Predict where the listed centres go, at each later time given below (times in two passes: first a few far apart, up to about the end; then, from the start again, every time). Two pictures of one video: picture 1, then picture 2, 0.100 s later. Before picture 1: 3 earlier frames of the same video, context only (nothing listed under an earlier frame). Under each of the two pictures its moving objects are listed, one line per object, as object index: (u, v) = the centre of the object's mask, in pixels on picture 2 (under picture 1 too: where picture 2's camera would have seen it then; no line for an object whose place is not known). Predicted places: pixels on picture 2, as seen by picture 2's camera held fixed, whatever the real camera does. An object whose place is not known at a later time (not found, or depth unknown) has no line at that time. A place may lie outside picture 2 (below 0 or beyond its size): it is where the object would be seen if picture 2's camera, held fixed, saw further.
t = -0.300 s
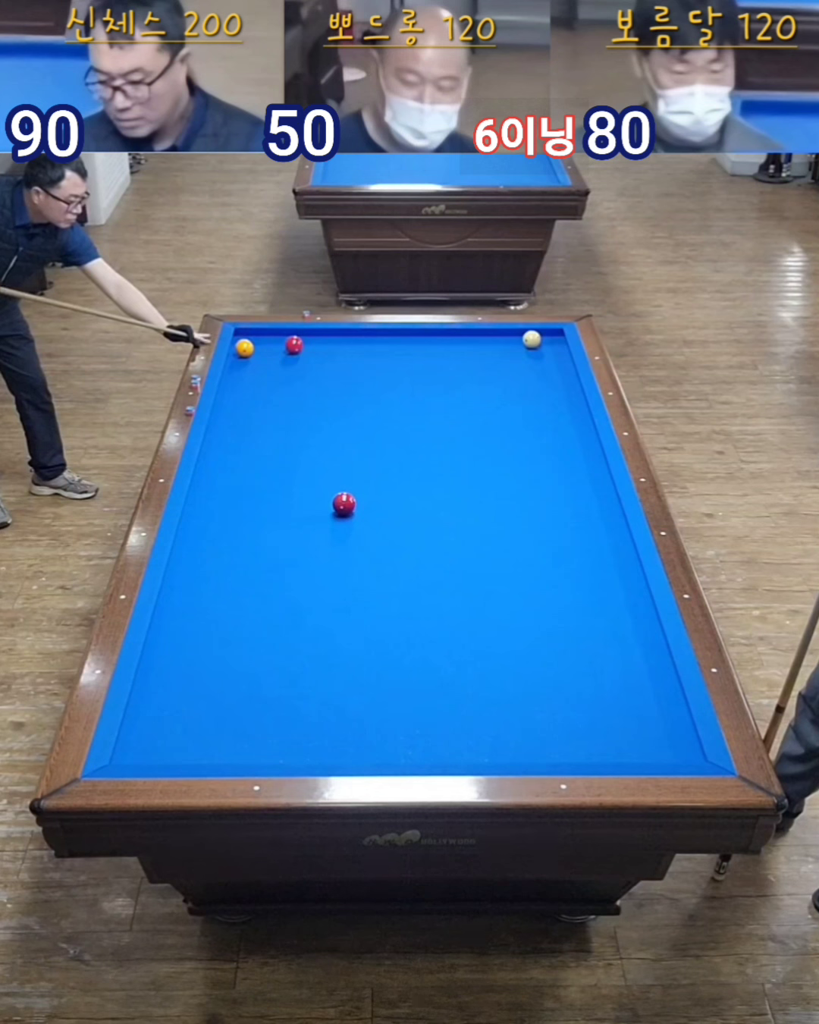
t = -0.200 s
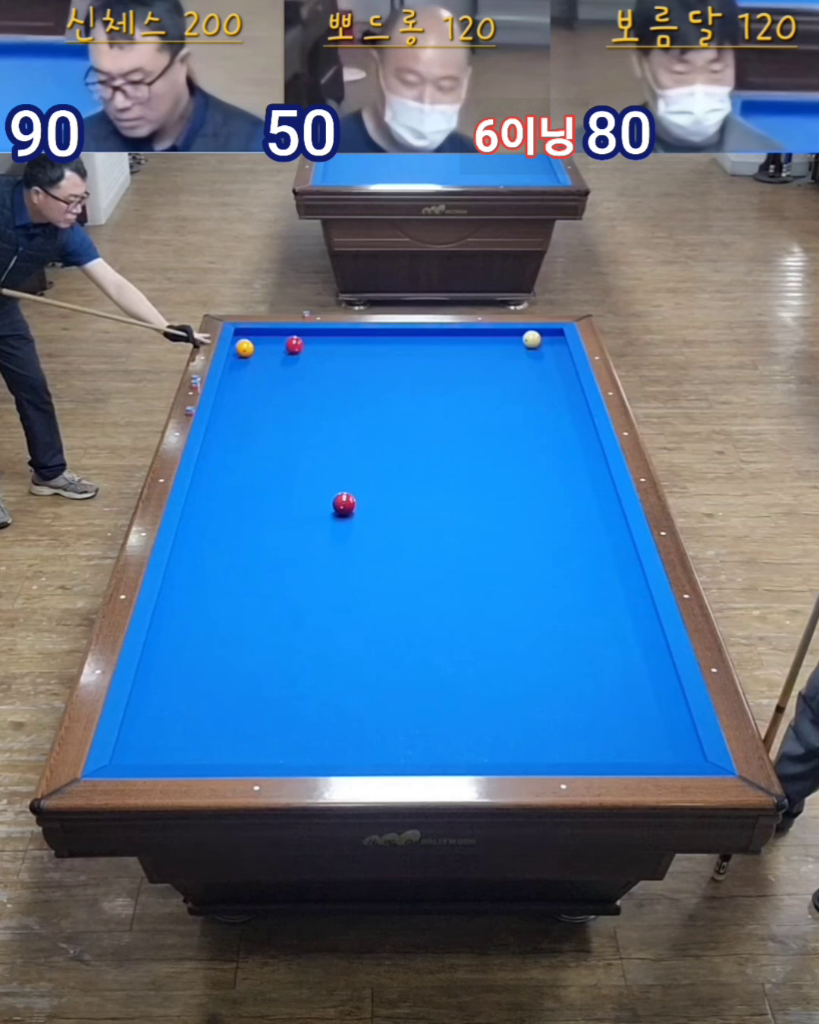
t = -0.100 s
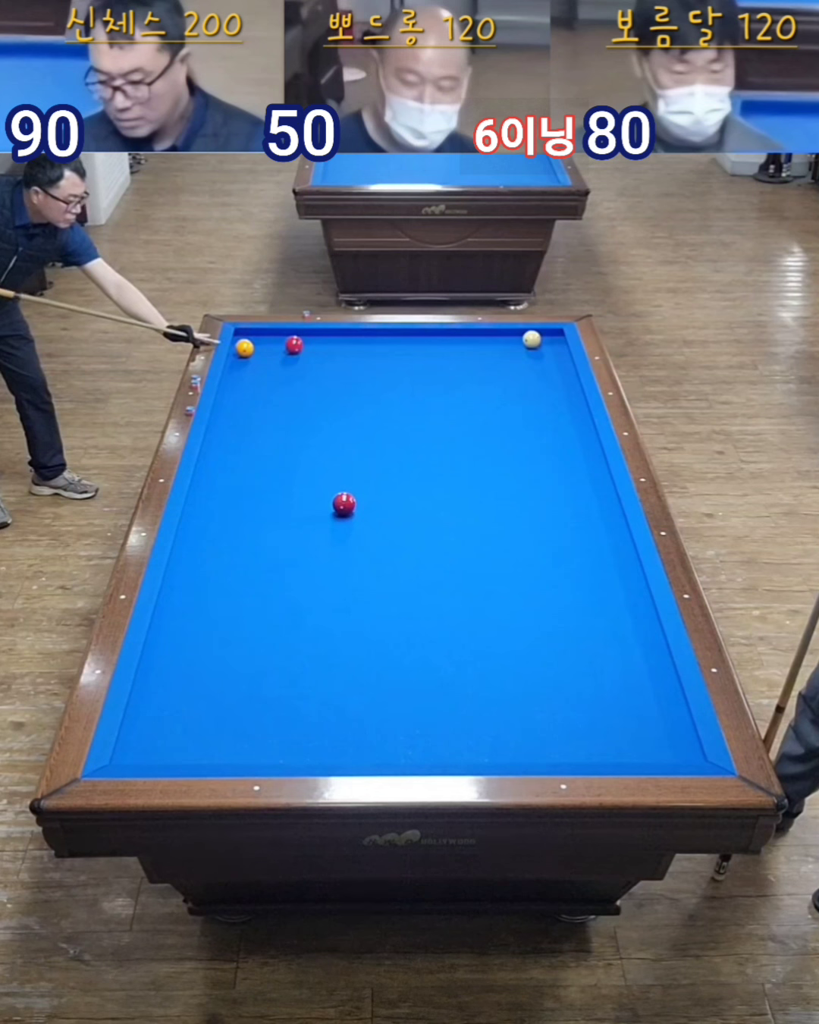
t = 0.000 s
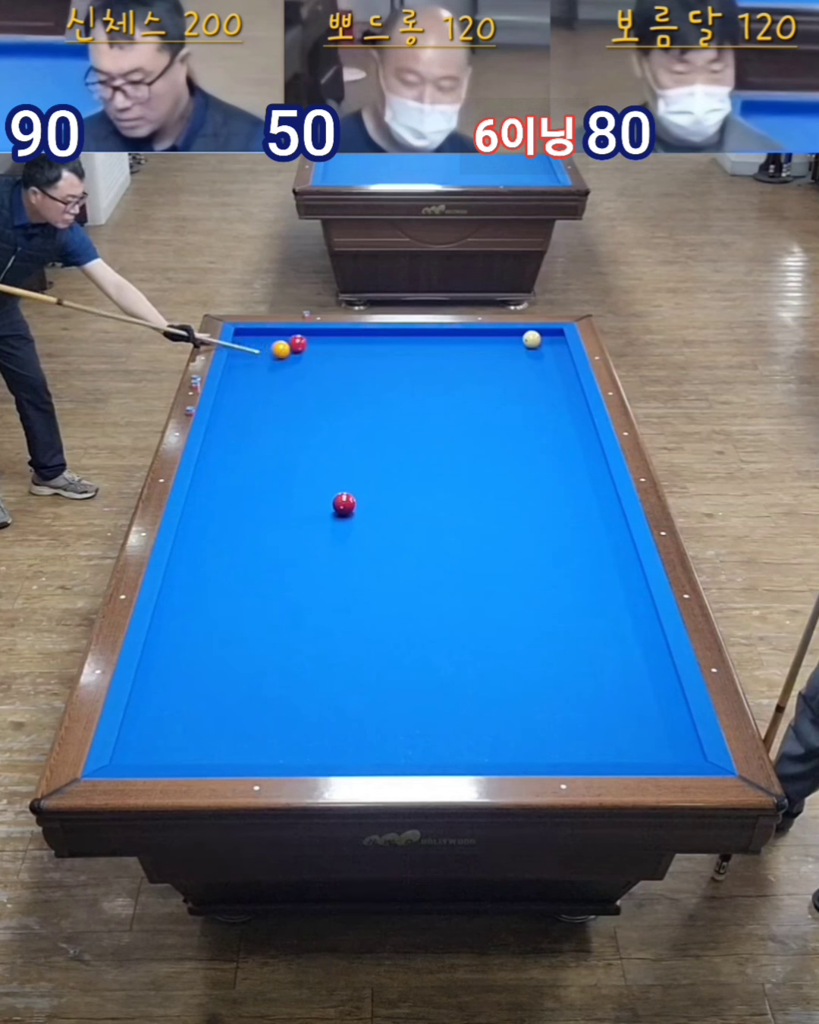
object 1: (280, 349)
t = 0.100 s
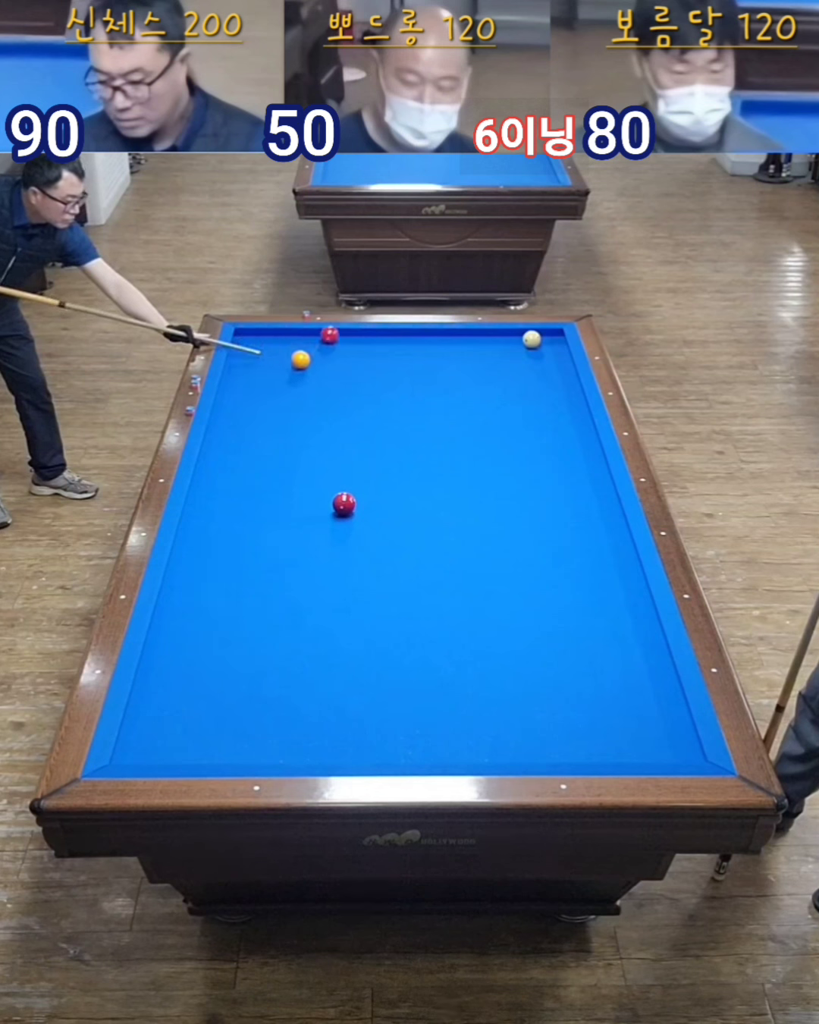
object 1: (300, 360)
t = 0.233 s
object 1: (327, 373)
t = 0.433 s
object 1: (369, 394)
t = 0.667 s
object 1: (422, 421)
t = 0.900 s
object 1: (479, 449)
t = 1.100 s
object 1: (532, 475)
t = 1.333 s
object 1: (598, 507)
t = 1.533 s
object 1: (599, 540)
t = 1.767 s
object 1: (579, 582)
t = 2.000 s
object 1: (557, 629)
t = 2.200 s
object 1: (536, 673)
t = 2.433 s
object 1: (508, 729)
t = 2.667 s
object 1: (464, 735)
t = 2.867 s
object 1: (420, 710)
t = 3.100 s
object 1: (373, 683)
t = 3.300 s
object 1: (335, 661)
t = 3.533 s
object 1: (293, 638)
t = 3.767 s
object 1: (255, 616)
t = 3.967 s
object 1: (224, 598)
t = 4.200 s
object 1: (190, 579)
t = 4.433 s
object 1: (194, 560)
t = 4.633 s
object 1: (215, 547)
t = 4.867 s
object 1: (237, 531)
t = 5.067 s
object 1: (255, 519)
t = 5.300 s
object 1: (276, 505)
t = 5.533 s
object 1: (294, 492)
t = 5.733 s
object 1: (310, 482)
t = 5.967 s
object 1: (326, 471)
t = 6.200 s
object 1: (342, 460)
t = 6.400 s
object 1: (355, 451)
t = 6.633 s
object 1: (370, 442)
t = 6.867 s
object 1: (383, 433)
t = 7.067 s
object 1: (394, 425)
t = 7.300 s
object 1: (407, 417)
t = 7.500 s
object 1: (417, 411)
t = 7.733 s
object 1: (428, 403)
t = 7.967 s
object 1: (438, 396)
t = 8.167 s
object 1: (447, 391)
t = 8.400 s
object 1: (457, 385)
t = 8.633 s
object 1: (466, 379)
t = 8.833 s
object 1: (473, 375)
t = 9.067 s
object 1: (481, 369)
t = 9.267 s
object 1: (487, 365)
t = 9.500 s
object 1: (494, 361)
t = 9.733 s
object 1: (501, 356)
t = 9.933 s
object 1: (506, 353)
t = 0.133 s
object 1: (307, 363)
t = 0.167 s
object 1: (314, 367)
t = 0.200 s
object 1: (320, 370)
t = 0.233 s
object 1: (327, 373)
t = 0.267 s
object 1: (334, 377)
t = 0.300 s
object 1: (341, 380)
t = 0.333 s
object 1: (348, 384)
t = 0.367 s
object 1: (355, 387)
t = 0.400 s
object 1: (362, 391)
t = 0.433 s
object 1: (369, 394)
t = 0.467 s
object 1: (376, 398)
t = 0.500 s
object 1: (384, 402)
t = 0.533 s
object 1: (391, 405)
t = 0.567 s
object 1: (399, 409)
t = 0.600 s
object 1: (407, 413)
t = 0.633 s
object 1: (414, 416)
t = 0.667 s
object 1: (422, 421)
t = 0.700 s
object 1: (430, 424)
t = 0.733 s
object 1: (438, 429)
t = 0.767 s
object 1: (446, 432)
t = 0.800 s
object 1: (454, 436)
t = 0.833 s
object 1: (462, 441)
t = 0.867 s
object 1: (471, 445)
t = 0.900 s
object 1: (479, 449)
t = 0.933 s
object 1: (488, 453)
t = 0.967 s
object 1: (496, 457)
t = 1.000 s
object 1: (505, 462)
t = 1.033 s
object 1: (514, 466)
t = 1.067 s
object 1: (523, 471)
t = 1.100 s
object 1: (532, 475)
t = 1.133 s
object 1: (541, 479)
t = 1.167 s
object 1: (550, 484)
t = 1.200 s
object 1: (560, 489)
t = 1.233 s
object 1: (569, 493)
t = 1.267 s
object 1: (579, 498)
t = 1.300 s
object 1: (588, 503)
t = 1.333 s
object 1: (598, 507)
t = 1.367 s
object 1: (608, 513)
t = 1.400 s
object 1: (613, 518)
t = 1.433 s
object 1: (609, 523)
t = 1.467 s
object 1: (605, 529)
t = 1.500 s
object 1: (602, 534)
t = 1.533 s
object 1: (599, 540)
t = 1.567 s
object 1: (597, 546)
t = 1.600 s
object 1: (594, 552)
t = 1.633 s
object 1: (591, 558)
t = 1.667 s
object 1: (588, 564)
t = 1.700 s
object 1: (585, 569)
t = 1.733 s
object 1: (582, 576)
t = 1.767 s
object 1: (579, 582)
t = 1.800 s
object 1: (576, 588)
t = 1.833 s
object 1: (573, 595)
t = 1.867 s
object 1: (570, 602)
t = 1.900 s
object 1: (567, 608)
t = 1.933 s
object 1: (563, 615)
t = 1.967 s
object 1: (560, 622)
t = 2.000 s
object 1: (557, 629)
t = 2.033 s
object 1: (553, 636)
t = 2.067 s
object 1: (550, 643)
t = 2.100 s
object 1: (546, 650)
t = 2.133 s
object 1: (543, 657)
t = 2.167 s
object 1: (539, 665)
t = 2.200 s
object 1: (536, 673)
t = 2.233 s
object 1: (532, 680)
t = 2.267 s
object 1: (528, 688)
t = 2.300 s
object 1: (524, 696)
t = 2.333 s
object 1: (521, 704)
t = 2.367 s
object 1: (516, 712)
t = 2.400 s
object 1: (513, 720)
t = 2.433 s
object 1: (508, 729)
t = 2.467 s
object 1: (504, 737)
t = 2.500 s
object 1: (500, 745)
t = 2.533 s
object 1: (496, 751)
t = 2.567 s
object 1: (489, 750)
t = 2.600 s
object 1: (480, 746)
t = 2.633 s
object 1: (472, 740)
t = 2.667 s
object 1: (464, 735)
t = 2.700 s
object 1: (457, 730)
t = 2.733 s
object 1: (450, 726)
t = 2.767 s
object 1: (442, 722)
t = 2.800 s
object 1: (435, 718)
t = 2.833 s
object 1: (427, 714)
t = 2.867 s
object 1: (420, 710)
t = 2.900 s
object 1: (413, 706)
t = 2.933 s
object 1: (406, 702)
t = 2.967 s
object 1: (399, 698)
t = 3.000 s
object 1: (393, 694)
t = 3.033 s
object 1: (386, 690)
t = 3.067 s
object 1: (380, 686)
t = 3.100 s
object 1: (373, 683)
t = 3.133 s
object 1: (366, 679)
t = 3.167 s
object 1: (360, 675)
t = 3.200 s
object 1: (354, 672)
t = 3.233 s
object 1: (347, 668)
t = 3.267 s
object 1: (341, 664)
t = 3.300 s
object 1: (335, 661)
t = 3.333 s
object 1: (329, 658)
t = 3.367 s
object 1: (323, 654)
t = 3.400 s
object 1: (317, 651)
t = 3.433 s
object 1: (311, 648)
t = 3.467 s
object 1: (305, 644)
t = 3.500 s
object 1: (299, 641)
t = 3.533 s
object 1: (293, 638)
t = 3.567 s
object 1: (288, 634)
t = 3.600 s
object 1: (282, 631)
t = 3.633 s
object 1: (277, 628)
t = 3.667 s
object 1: (271, 625)
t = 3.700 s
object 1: (266, 622)
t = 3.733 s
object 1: (260, 619)
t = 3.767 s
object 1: (255, 616)
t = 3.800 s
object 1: (250, 613)
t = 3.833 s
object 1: (244, 610)
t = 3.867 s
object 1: (239, 607)
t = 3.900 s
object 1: (234, 604)
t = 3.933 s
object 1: (229, 601)
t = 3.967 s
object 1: (224, 598)
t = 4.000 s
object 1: (219, 595)
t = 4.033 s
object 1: (214, 592)
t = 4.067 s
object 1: (209, 589)
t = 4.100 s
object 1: (204, 587)
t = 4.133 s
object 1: (199, 584)
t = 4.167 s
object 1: (195, 581)
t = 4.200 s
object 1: (190, 579)
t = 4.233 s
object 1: (185, 576)
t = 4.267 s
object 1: (181, 573)
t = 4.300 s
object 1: (179, 571)
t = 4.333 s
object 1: (184, 568)
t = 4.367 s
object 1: (187, 565)
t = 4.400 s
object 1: (191, 563)
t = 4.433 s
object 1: (194, 560)
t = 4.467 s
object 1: (198, 558)
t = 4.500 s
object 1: (201, 556)
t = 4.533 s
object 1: (205, 553)
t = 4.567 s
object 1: (208, 551)
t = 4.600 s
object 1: (212, 549)
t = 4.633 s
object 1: (215, 547)
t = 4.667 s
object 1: (218, 545)
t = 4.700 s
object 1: (222, 542)
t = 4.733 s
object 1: (225, 540)
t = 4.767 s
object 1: (228, 538)
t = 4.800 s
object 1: (231, 536)
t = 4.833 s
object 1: (234, 533)
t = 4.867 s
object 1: (237, 531)
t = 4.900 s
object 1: (241, 529)
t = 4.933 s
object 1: (244, 527)
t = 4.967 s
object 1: (247, 525)
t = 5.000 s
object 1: (250, 523)
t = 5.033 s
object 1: (253, 521)
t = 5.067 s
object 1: (255, 519)
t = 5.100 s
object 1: (259, 517)
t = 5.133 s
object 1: (261, 515)
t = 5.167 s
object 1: (264, 513)
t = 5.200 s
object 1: (267, 511)
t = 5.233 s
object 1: (270, 509)
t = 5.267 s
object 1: (273, 507)
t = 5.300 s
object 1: (276, 505)
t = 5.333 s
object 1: (278, 503)
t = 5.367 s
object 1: (281, 501)
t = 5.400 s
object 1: (284, 499)
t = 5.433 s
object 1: (287, 498)
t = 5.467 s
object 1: (289, 496)
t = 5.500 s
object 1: (292, 494)
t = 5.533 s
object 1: (294, 492)
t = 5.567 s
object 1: (297, 490)
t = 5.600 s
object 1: (300, 489)
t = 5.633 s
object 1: (302, 487)
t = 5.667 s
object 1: (305, 485)
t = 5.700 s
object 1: (307, 484)
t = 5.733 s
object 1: (310, 482)
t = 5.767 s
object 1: (312, 480)
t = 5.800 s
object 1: (314, 478)
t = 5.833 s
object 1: (317, 477)
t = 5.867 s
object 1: (319, 475)
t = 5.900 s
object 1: (322, 474)
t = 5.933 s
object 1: (324, 472)
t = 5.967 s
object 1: (326, 471)
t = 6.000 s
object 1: (329, 469)
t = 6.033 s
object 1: (331, 467)
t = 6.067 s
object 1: (333, 466)
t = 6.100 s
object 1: (336, 464)
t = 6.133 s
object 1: (338, 463)
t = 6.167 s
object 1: (340, 461)
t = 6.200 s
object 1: (342, 460)
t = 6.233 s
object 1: (345, 458)
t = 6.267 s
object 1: (347, 457)
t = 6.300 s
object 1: (349, 456)
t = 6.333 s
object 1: (351, 454)
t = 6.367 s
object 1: (353, 453)
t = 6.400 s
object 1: (355, 451)
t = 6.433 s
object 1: (357, 450)
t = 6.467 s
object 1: (360, 449)
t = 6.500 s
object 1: (362, 447)
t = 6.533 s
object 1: (364, 446)
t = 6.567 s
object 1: (366, 444)
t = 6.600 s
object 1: (368, 443)
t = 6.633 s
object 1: (370, 442)
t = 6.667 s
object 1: (372, 440)
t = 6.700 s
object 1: (373, 439)
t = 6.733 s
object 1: (376, 438)
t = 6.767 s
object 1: (378, 437)
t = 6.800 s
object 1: (379, 435)
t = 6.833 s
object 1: (381, 434)
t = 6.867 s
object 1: (383, 433)
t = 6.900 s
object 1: (385, 432)
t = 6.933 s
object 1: (387, 430)
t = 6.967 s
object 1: (389, 429)
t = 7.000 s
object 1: (391, 428)
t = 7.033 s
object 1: (393, 427)
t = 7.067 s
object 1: (394, 425)
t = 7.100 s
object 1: (396, 424)
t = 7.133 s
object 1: (398, 423)
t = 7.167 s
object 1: (400, 422)
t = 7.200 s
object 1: (402, 421)
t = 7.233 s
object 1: (403, 419)
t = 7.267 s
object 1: (405, 418)
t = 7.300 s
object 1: (407, 417)
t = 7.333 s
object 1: (409, 416)
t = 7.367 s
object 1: (411, 415)
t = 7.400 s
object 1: (412, 414)
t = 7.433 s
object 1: (414, 413)
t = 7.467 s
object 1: (415, 412)
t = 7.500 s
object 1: (417, 411)
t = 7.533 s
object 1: (419, 410)
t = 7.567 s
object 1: (420, 409)
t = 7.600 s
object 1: (422, 407)
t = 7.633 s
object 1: (423, 406)
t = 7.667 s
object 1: (425, 405)
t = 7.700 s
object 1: (427, 404)
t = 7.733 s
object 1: (428, 403)
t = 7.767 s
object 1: (430, 402)
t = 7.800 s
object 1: (431, 401)
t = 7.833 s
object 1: (432, 401)
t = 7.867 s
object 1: (434, 399)
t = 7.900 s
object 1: (436, 398)
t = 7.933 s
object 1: (437, 398)
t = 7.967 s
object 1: (438, 396)
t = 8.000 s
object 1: (440, 396)
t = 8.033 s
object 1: (441, 395)
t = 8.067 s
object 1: (443, 394)
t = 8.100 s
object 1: (444, 393)
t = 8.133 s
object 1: (446, 392)
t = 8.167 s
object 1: (447, 391)
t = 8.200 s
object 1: (448, 390)
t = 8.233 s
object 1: (450, 389)
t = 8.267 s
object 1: (451, 388)
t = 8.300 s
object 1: (453, 388)
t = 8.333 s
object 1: (454, 387)
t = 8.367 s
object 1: (455, 386)
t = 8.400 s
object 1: (457, 385)
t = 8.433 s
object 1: (458, 384)
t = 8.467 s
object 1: (459, 383)
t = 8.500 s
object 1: (461, 382)
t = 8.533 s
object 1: (462, 381)
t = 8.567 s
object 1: (463, 381)
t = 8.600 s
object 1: (464, 380)
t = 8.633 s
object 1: (466, 379)
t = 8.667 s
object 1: (467, 378)
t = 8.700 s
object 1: (468, 378)
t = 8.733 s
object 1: (469, 377)
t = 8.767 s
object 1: (470, 376)
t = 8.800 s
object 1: (472, 375)
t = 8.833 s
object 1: (473, 375)
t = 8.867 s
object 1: (474, 374)
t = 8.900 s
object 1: (475, 373)
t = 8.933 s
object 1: (476, 372)
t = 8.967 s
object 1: (477, 372)
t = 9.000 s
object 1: (479, 371)
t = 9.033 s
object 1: (480, 370)
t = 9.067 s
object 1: (481, 369)
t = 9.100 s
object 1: (482, 369)
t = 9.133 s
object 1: (483, 368)
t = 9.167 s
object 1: (484, 367)
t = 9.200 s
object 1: (485, 367)
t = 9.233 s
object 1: (486, 366)
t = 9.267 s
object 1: (487, 365)
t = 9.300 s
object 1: (488, 365)
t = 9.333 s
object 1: (489, 364)
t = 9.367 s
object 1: (490, 363)
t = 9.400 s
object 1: (491, 363)
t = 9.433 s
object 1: (492, 362)
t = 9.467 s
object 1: (493, 361)
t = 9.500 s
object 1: (494, 361)
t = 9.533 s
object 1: (495, 360)
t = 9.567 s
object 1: (496, 359)
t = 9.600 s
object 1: (497, 359)
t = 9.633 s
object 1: (498, 358)
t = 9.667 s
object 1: (499, 358)
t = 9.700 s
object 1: (500, 357)
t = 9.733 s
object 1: (501, 356)
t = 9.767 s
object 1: (501, 356)
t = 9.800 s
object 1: (502, 355)
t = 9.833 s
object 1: (503, 355)
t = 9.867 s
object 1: (504, 354)
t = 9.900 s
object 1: (505, 354)
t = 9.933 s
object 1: (506, 353)
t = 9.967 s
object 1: (507, 352)
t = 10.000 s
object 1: (508, 352)
